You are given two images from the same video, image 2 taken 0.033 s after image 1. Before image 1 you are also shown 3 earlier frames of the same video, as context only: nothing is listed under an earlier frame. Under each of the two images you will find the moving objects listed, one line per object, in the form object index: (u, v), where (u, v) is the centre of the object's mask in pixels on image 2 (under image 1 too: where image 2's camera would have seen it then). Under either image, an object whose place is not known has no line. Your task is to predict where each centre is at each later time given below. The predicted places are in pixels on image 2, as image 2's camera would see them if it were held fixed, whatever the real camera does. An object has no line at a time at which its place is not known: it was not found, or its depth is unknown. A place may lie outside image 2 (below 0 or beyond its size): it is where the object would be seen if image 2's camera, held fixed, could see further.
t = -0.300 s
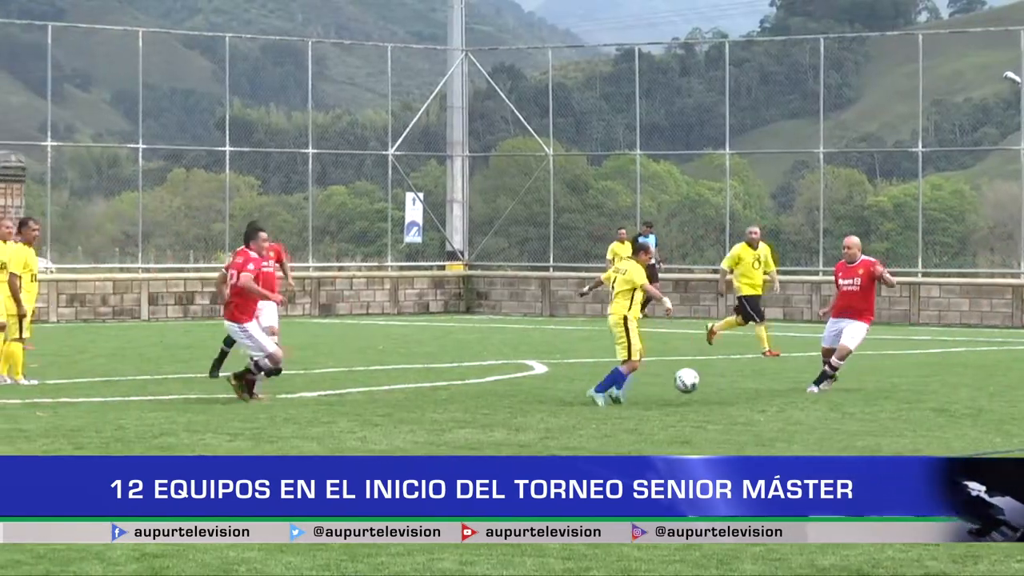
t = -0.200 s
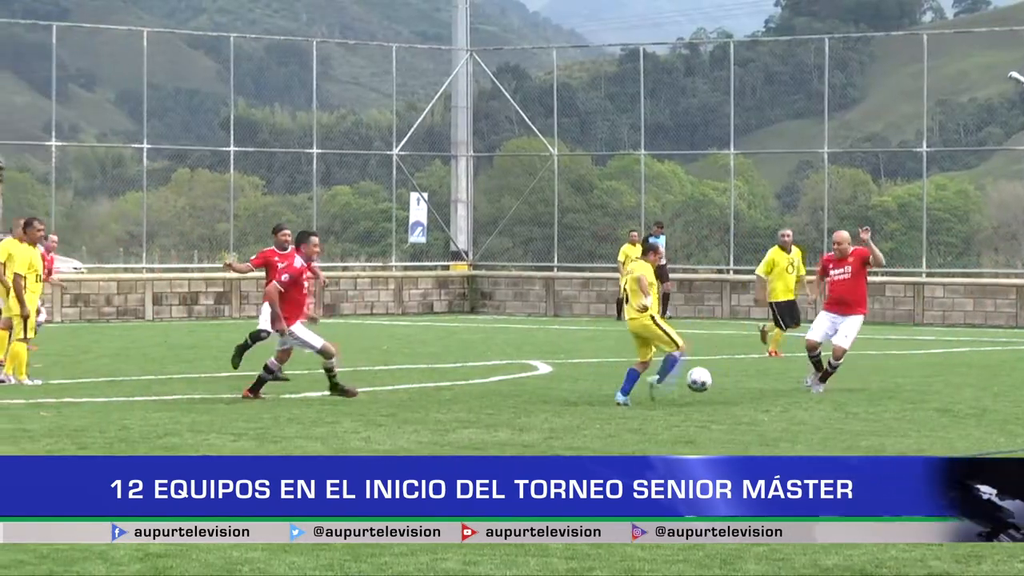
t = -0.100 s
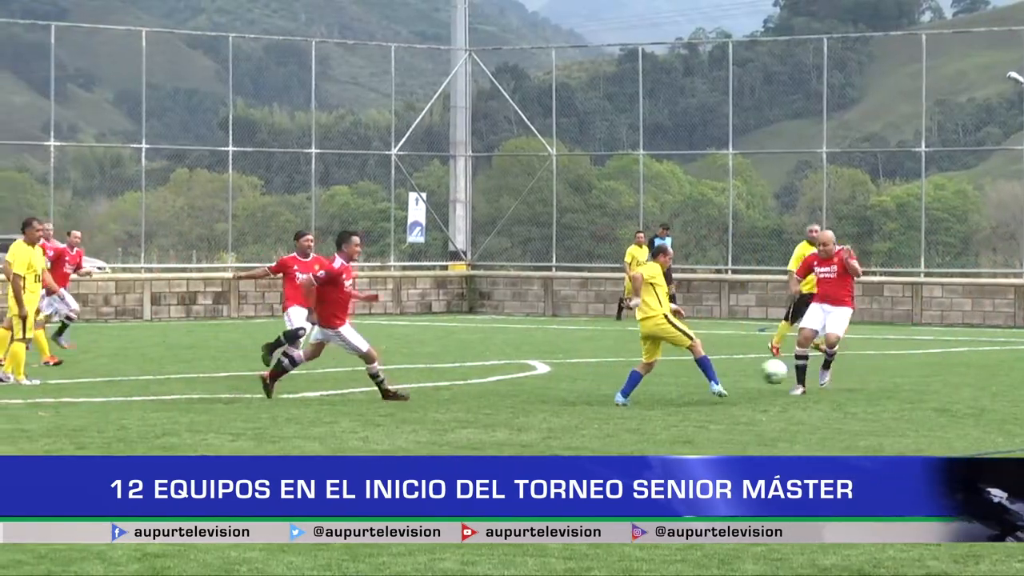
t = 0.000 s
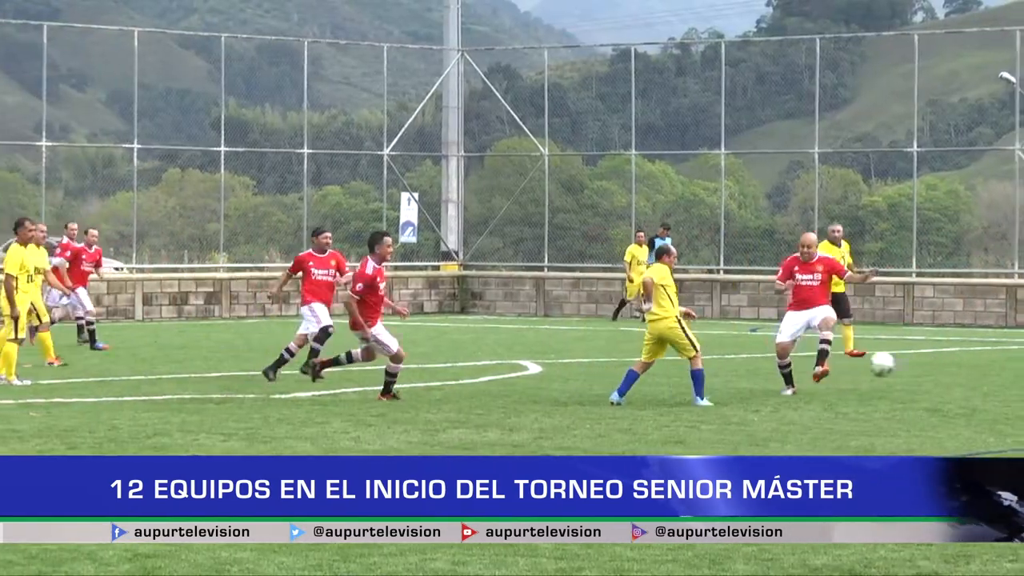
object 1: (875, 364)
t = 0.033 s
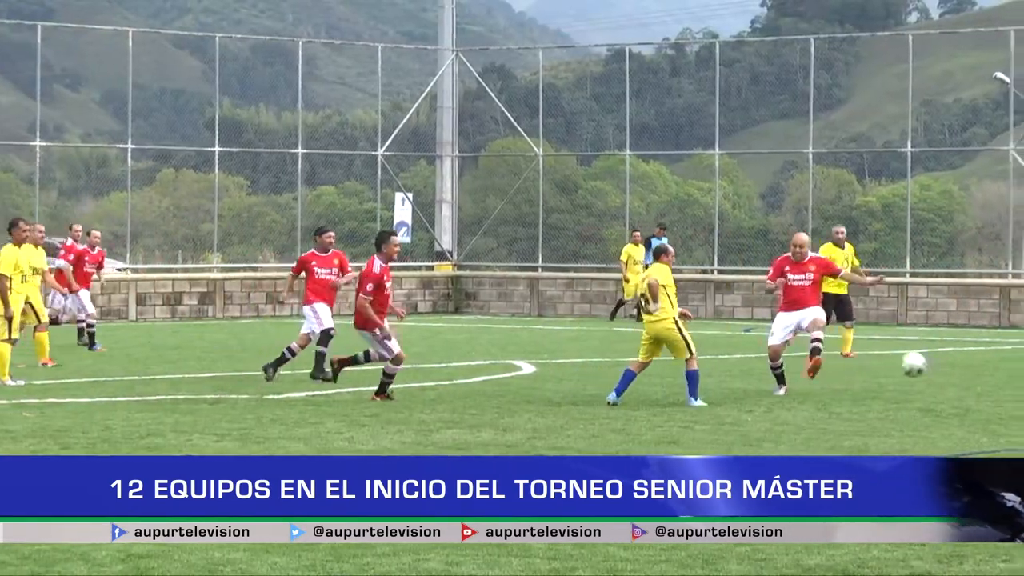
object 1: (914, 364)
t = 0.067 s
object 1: (951, 365)
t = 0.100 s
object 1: (989, 368)
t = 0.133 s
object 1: (1027, 371)
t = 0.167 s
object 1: (1066, 376)
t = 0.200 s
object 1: (1104, 382)
